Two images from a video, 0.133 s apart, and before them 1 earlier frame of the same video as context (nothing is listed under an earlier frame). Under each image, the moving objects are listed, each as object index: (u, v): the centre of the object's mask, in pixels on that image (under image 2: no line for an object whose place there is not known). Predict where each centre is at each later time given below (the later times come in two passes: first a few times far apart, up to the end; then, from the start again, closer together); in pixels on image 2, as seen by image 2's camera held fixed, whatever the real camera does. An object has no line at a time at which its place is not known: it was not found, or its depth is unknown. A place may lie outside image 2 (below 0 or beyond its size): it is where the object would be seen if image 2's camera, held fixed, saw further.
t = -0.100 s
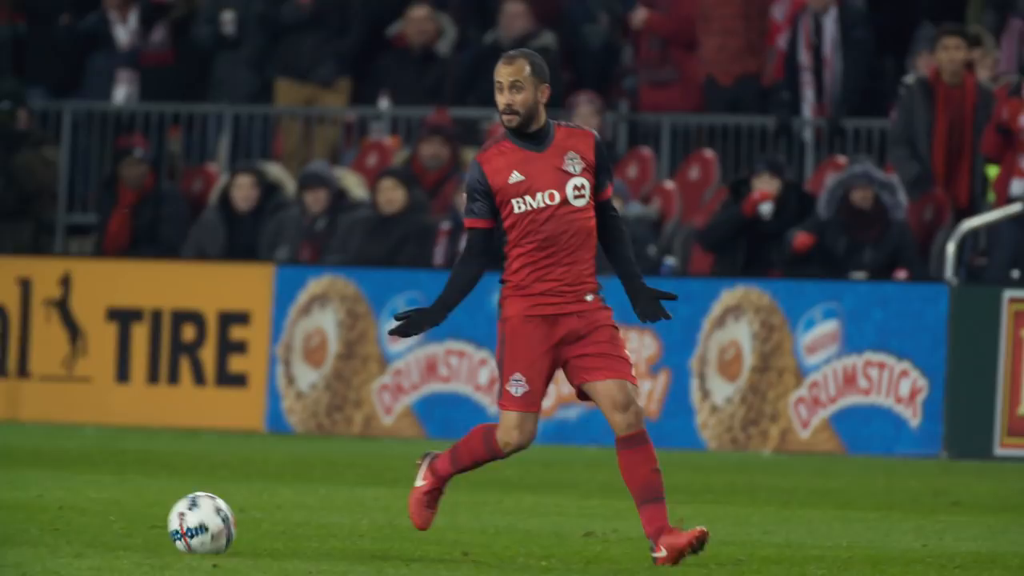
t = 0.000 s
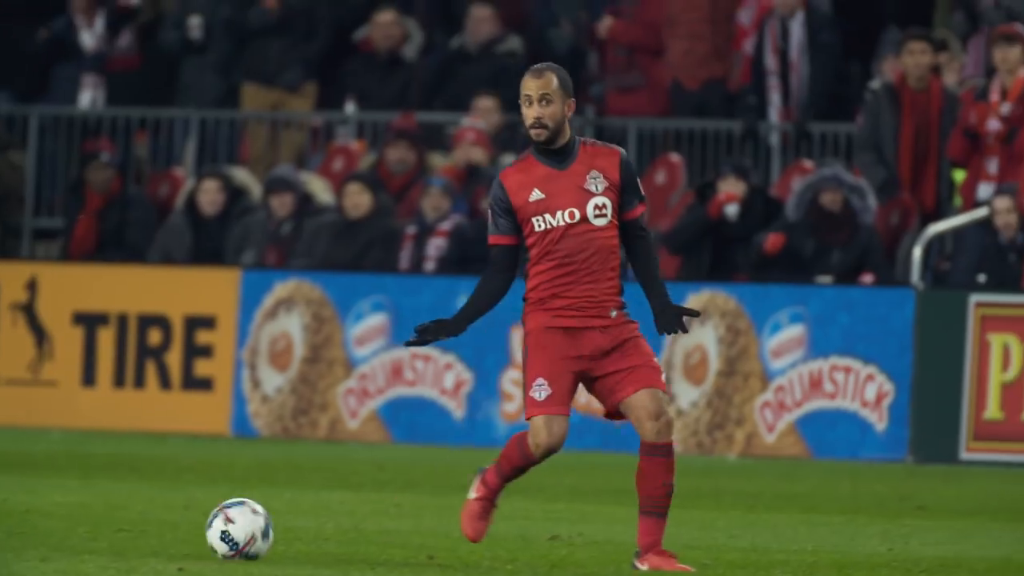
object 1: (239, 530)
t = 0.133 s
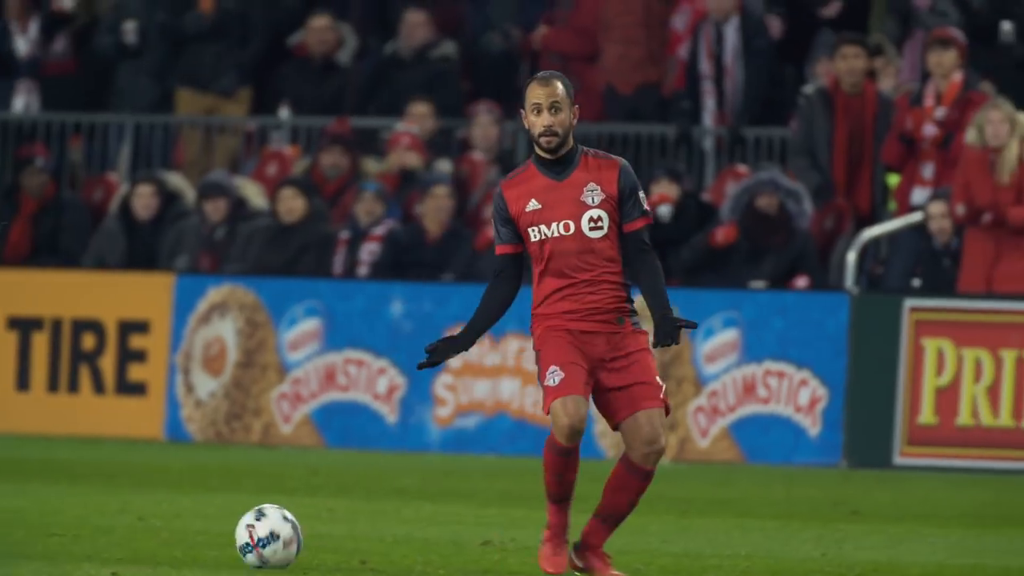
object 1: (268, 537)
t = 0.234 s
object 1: (338, 541)
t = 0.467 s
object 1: (498, 547)
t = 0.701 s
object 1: (657, 555)
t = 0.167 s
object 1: (292, 538)
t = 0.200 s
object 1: (315, 540)
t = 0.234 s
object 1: (338, 541)
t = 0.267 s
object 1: (360, 541)
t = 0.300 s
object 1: (383, 541)
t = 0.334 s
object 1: (407, 541)
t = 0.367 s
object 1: (430, 542)
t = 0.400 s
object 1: (453, 544)
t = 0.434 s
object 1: (476, 545)
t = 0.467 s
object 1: (498, 547)
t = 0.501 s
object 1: (521, 548)
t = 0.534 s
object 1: (542, 549)
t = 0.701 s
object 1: (657, 555)
